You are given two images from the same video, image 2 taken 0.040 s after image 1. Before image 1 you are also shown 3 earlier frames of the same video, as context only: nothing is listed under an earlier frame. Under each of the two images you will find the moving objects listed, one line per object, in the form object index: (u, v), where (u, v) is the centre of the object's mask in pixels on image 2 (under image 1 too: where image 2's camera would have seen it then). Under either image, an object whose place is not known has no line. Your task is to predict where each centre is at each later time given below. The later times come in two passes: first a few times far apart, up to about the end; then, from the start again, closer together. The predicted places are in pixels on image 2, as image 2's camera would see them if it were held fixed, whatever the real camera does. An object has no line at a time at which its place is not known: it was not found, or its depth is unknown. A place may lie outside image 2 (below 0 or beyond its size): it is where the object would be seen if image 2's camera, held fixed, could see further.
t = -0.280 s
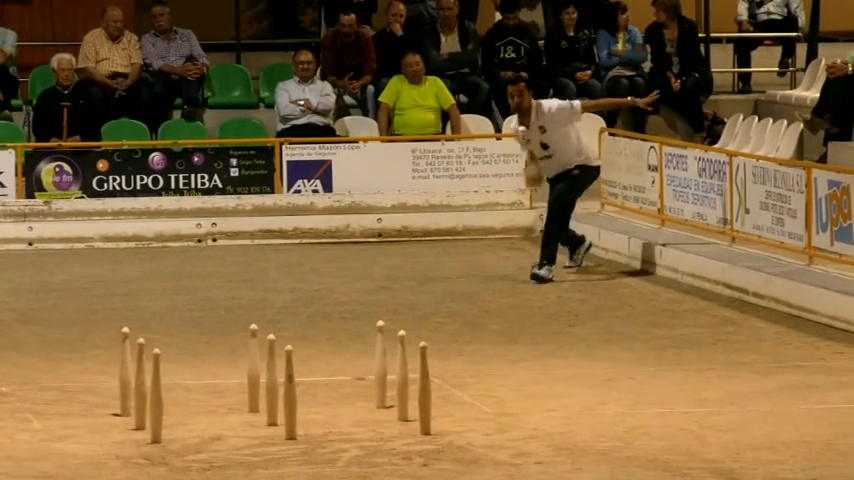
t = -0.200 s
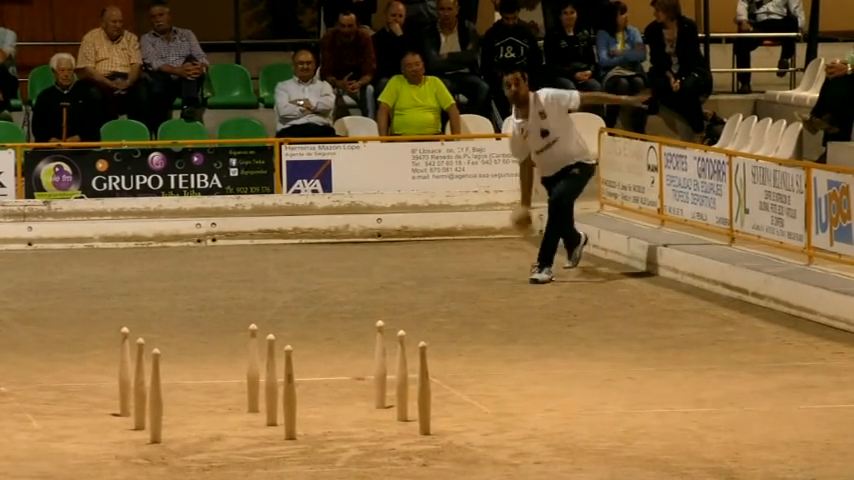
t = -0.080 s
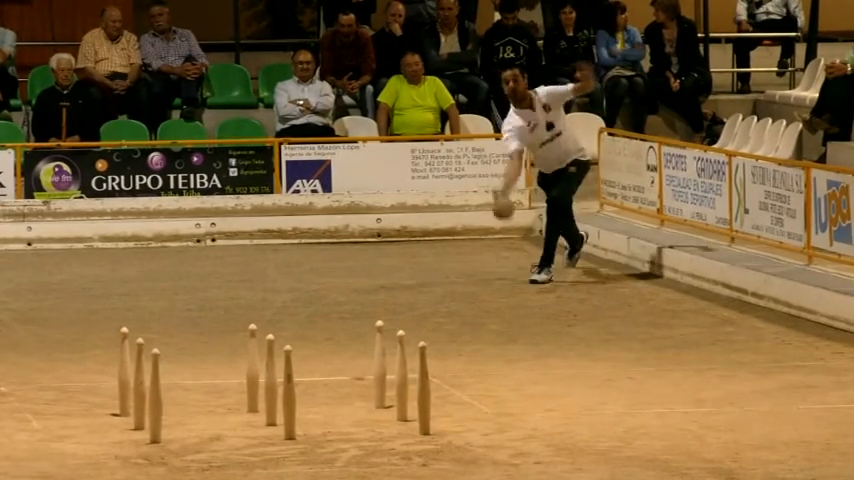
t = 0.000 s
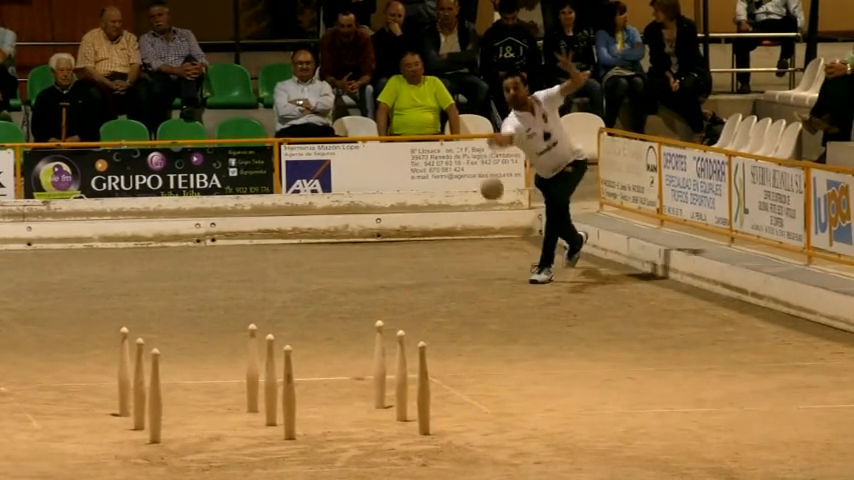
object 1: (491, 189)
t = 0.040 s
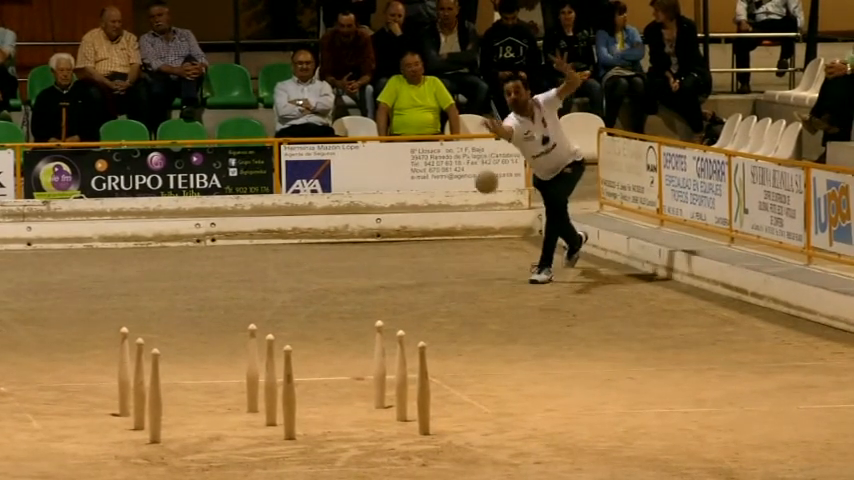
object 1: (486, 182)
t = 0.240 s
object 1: (456, 182)
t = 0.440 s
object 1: (421, 254)
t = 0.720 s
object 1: (375, 372)
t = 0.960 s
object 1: (354, 430)
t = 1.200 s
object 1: (327, 454)
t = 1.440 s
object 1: (304, 468)
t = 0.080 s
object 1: (480, 177)
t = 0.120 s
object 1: (475, 175)
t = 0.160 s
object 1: (469, 175)
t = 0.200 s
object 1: (462, 177)
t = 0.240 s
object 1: (456, 182)
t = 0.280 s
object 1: (450, 189)
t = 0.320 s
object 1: (443, 201)
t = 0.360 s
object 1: (436, 216)
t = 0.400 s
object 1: (428, 232)
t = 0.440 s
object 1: (421, 254)
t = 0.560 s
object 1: (396, 337)
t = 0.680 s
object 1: (380, 377)
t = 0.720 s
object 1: (375, 372)
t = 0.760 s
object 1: (371, 374)
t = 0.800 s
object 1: (368, 378)
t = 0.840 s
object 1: (364, 385)
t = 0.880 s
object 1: (361, 396)
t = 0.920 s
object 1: (358, 411)
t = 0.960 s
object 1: (354, 430)
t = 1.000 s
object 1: (350, 432)
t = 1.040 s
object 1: (345, 438)
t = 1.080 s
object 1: (340, 442)
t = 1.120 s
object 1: (337, 445)
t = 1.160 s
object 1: (332, 452)
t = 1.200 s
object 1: (327, 454)
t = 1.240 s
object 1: (324, 455)
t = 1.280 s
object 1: (319, 460)
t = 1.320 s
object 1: (315, 463)
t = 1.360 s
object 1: (312, 464)
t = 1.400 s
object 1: (308, 465)
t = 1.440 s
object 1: (304, 468)
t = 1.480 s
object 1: (300, 471)
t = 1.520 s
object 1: (295, 472)
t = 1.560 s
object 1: (292, 473)
